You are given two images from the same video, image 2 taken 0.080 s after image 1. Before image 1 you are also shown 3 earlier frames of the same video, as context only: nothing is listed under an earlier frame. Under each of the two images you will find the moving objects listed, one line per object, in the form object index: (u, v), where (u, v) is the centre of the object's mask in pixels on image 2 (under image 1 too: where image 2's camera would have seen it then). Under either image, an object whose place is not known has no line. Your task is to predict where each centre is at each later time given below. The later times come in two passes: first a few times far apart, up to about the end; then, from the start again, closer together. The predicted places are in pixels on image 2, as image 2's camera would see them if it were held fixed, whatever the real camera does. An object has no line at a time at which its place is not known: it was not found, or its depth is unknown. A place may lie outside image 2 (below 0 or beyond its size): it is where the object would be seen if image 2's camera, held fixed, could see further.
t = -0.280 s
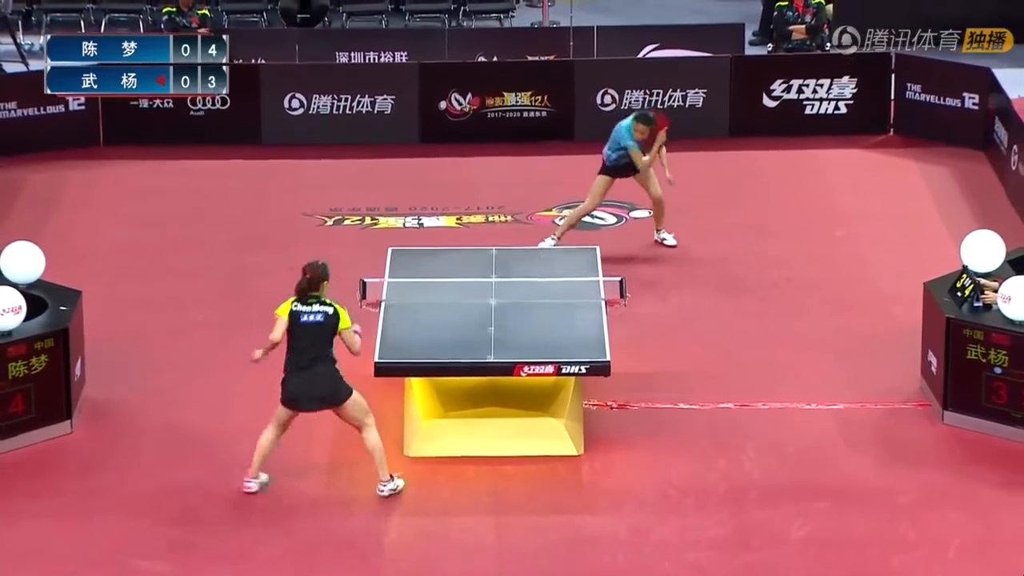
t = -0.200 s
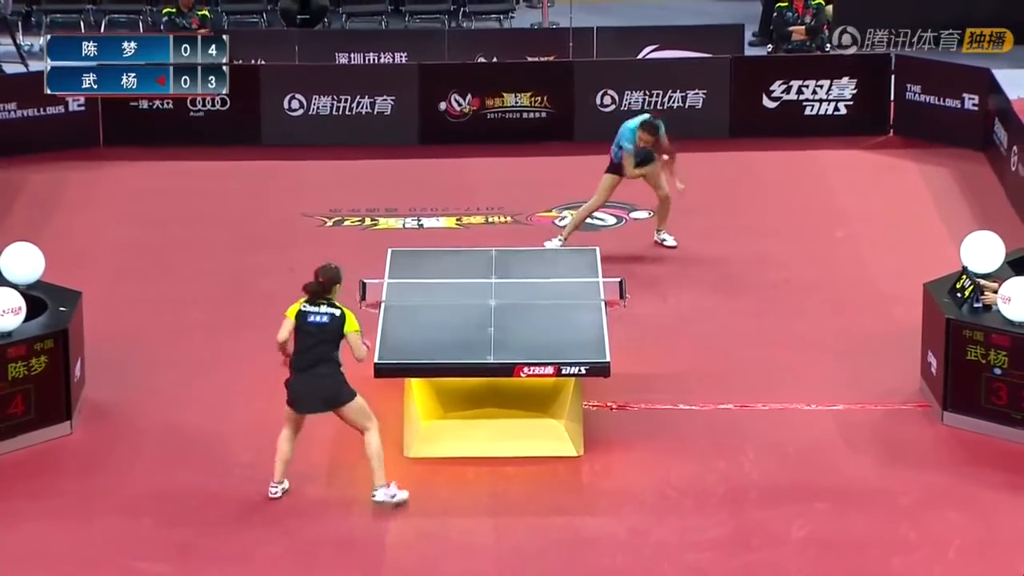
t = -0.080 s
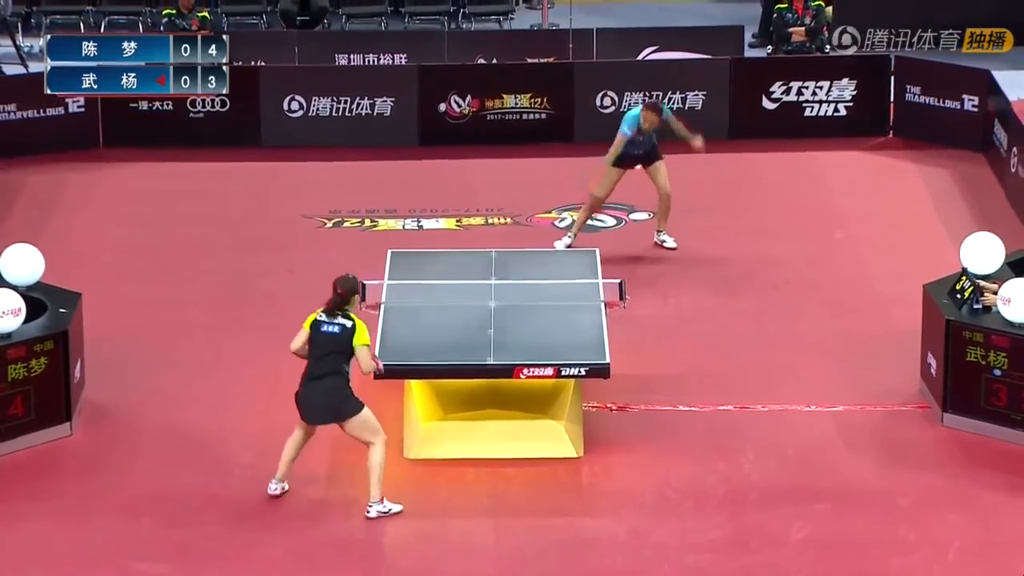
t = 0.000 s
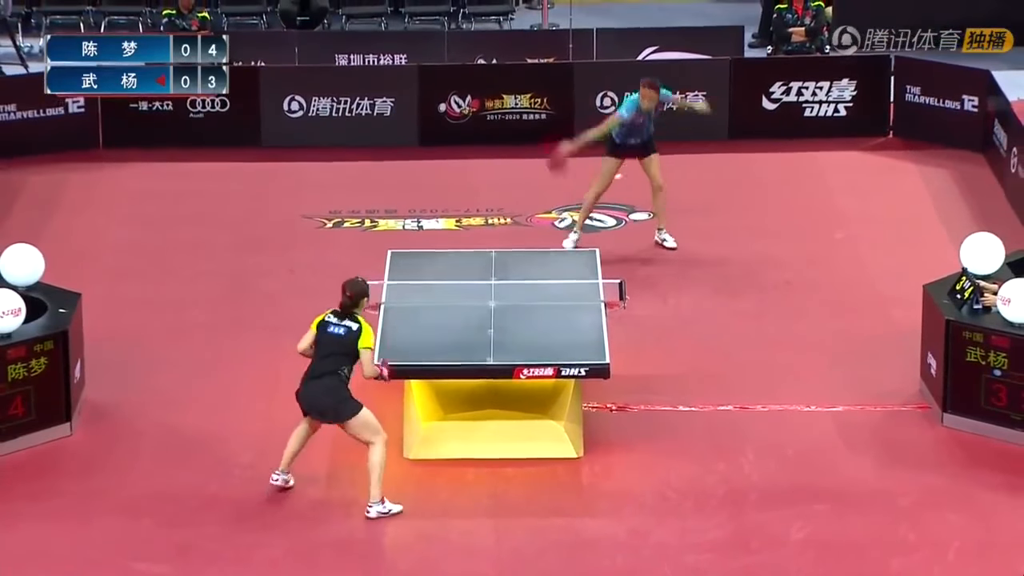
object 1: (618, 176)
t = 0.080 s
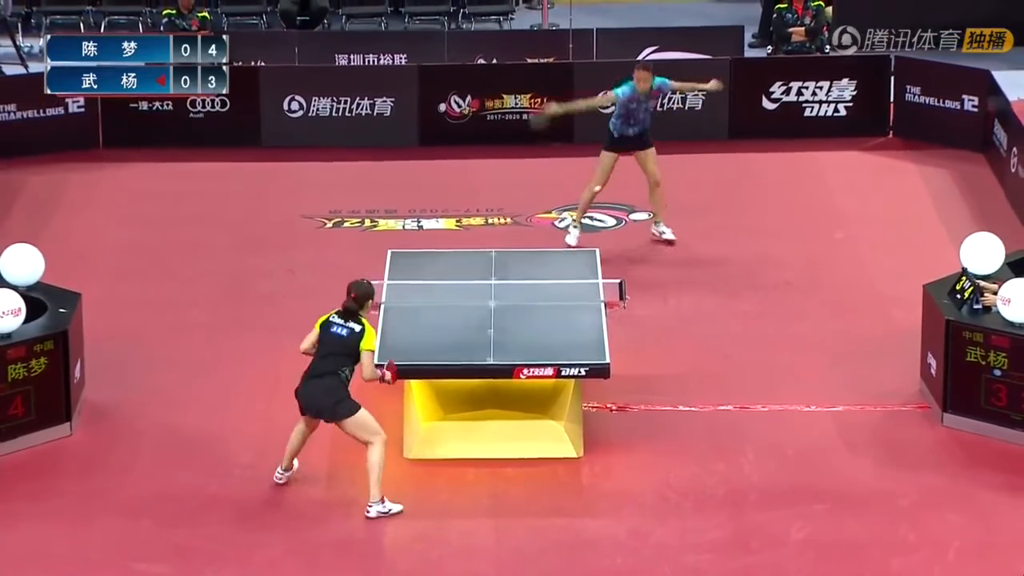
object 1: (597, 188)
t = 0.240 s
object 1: (554, 227)
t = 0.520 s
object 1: (483, 312)
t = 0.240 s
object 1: (554, 227)
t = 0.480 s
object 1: (492, 314)
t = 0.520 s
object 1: (483, 312)
